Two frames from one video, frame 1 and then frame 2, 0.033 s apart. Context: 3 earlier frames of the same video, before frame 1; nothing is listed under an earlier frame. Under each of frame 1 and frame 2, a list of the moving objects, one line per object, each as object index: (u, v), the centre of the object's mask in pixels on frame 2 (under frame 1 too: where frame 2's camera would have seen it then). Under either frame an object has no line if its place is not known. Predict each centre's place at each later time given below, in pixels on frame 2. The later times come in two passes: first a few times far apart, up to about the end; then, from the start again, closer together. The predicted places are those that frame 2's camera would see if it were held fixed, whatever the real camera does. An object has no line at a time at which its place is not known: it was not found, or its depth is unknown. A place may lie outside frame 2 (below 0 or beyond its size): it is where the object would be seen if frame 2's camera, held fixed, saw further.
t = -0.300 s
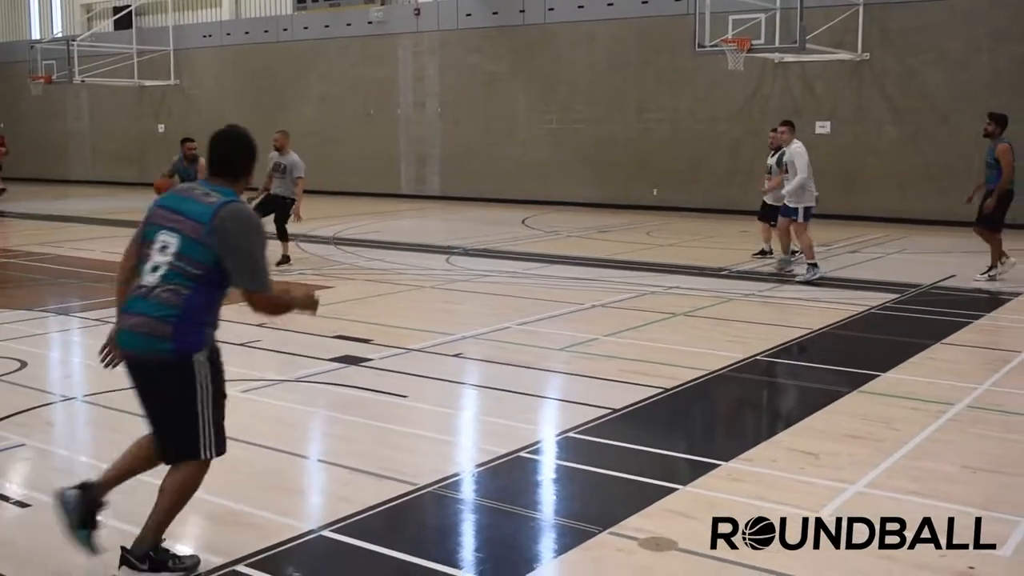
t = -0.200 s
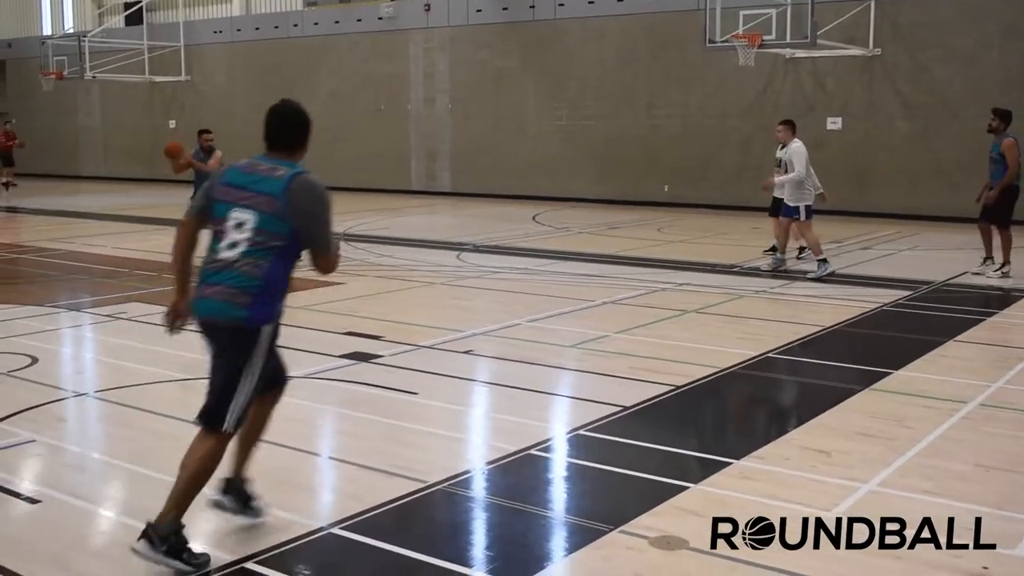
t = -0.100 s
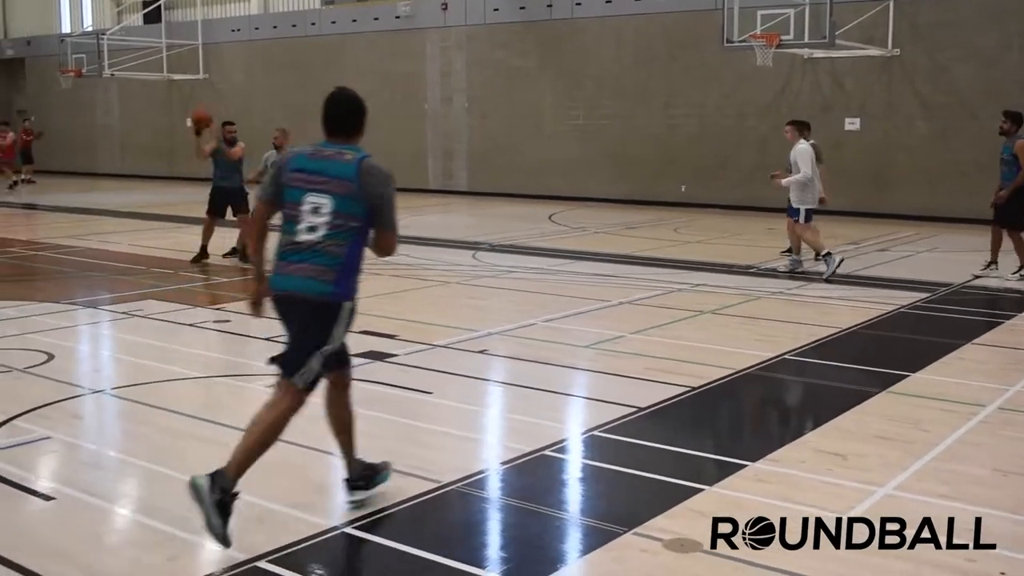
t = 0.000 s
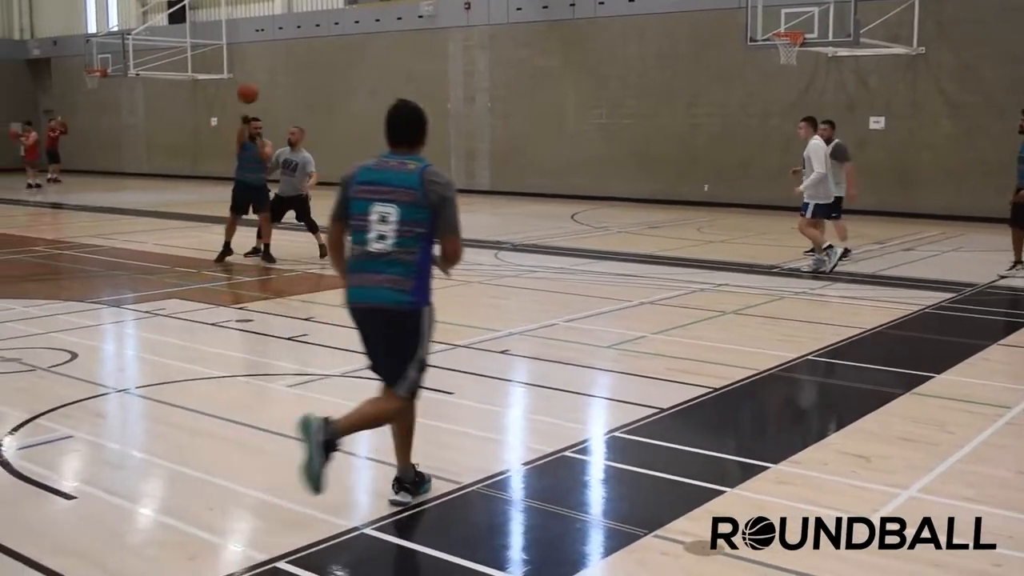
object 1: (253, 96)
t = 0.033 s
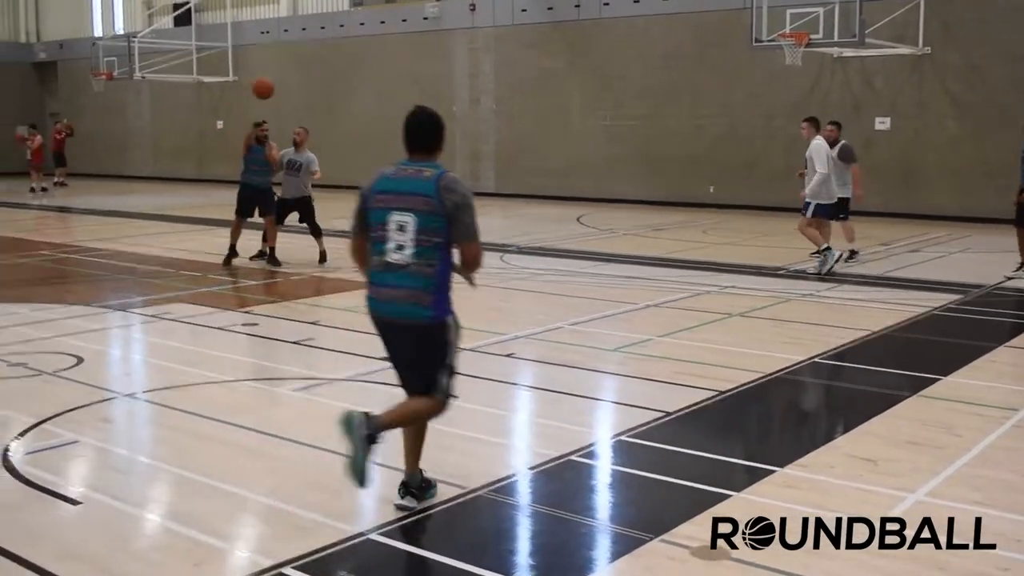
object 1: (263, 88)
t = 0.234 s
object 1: (330, 66)
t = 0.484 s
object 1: (428, 92)
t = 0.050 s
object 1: (267, 85)
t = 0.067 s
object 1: (273, 82)
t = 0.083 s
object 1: (279, 80)
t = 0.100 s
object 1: (284, 77)
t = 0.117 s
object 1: (290, 75)
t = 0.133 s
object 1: (295, 73)
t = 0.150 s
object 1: (301, 71)
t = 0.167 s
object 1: (307, 70)
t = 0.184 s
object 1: (312, 68)
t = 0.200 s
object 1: (318, 67)
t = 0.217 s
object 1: (324, 66)
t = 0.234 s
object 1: (330, 66)
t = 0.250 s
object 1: (336, 65)
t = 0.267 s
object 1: (342, 65)
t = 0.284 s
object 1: (348, 65)
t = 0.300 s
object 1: (355, 65)
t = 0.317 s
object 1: (362, 67)
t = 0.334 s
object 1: (368, 67)
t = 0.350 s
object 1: (375, 69)
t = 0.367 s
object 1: (382, 71)
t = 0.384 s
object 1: (388, 73)
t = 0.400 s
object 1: (395, 75)
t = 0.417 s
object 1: (402, 77)
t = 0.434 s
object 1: (409, 80)
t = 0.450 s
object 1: (415, 84)
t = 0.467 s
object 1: (422, 88)
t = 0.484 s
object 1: (428, 92)
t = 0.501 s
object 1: (437, 96)
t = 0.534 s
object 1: (448, 106)
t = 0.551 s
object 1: (456, 111)
